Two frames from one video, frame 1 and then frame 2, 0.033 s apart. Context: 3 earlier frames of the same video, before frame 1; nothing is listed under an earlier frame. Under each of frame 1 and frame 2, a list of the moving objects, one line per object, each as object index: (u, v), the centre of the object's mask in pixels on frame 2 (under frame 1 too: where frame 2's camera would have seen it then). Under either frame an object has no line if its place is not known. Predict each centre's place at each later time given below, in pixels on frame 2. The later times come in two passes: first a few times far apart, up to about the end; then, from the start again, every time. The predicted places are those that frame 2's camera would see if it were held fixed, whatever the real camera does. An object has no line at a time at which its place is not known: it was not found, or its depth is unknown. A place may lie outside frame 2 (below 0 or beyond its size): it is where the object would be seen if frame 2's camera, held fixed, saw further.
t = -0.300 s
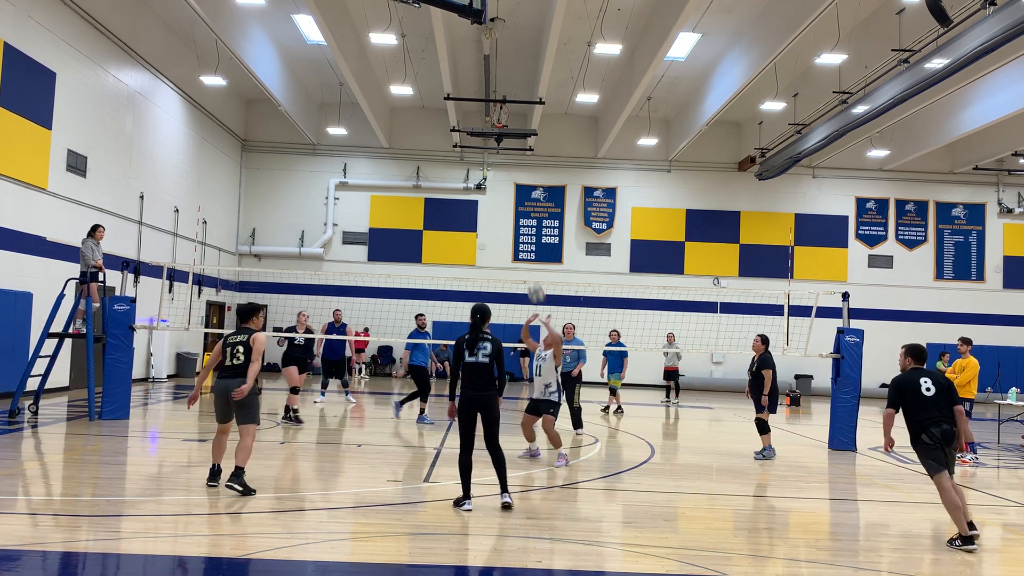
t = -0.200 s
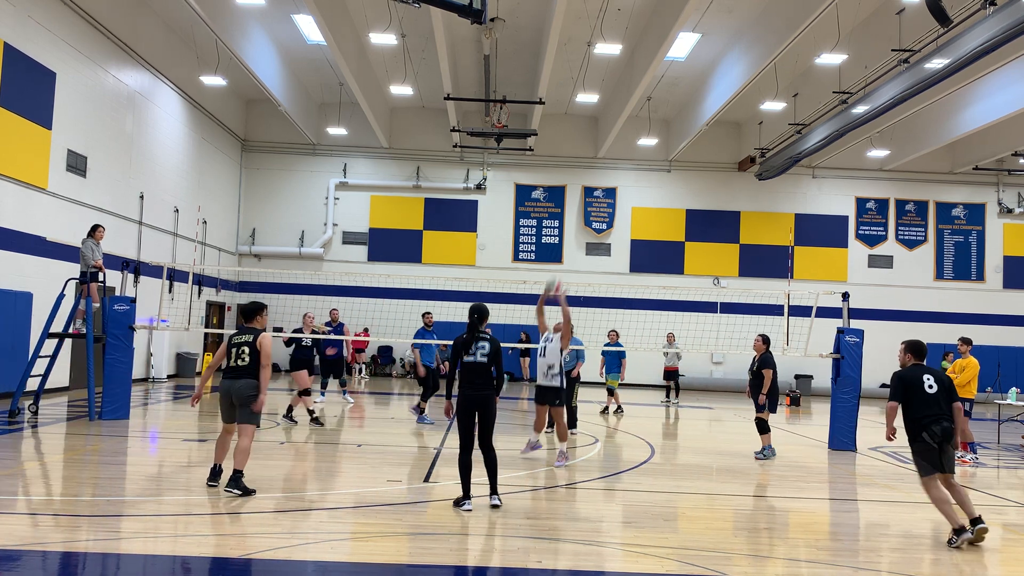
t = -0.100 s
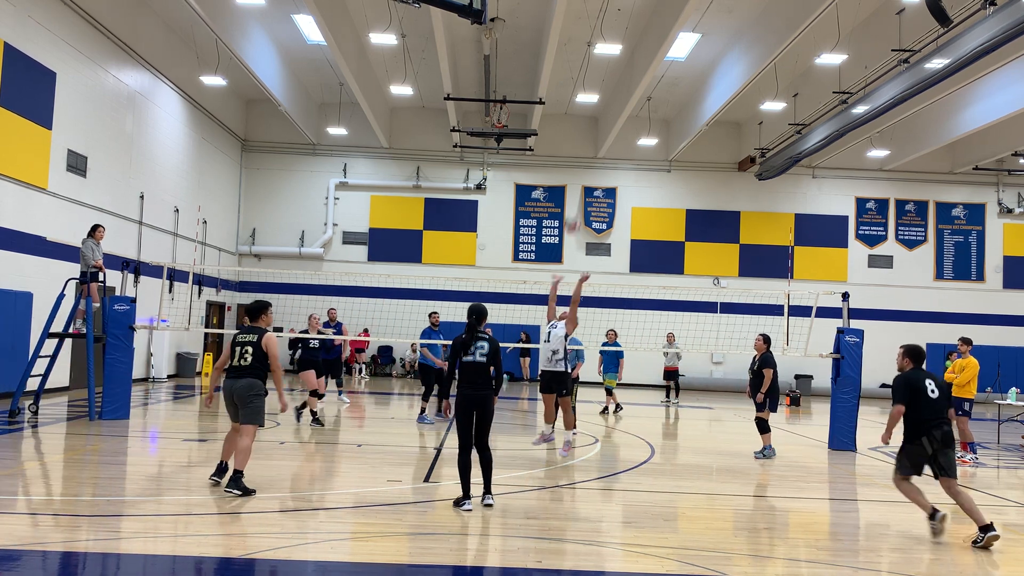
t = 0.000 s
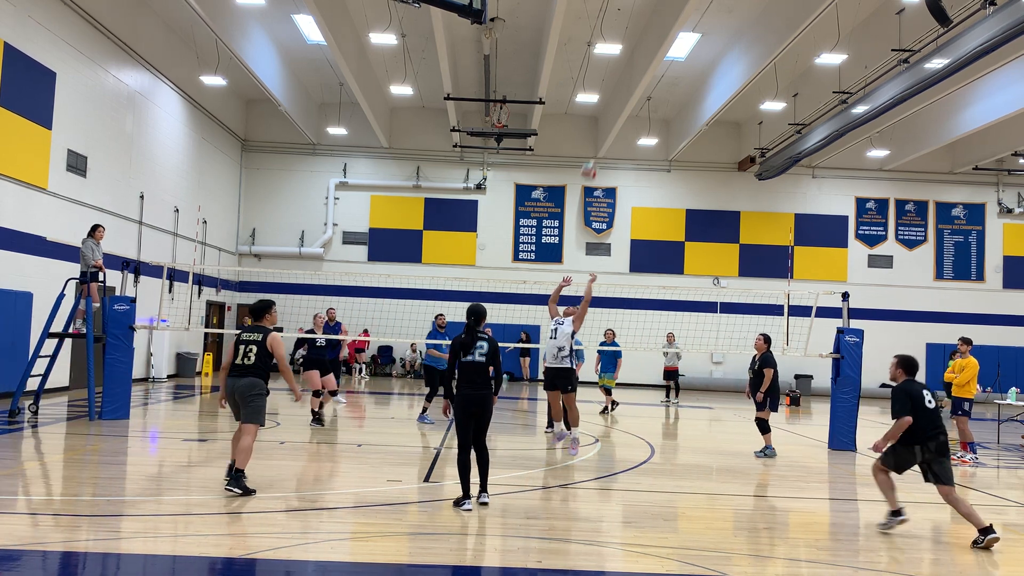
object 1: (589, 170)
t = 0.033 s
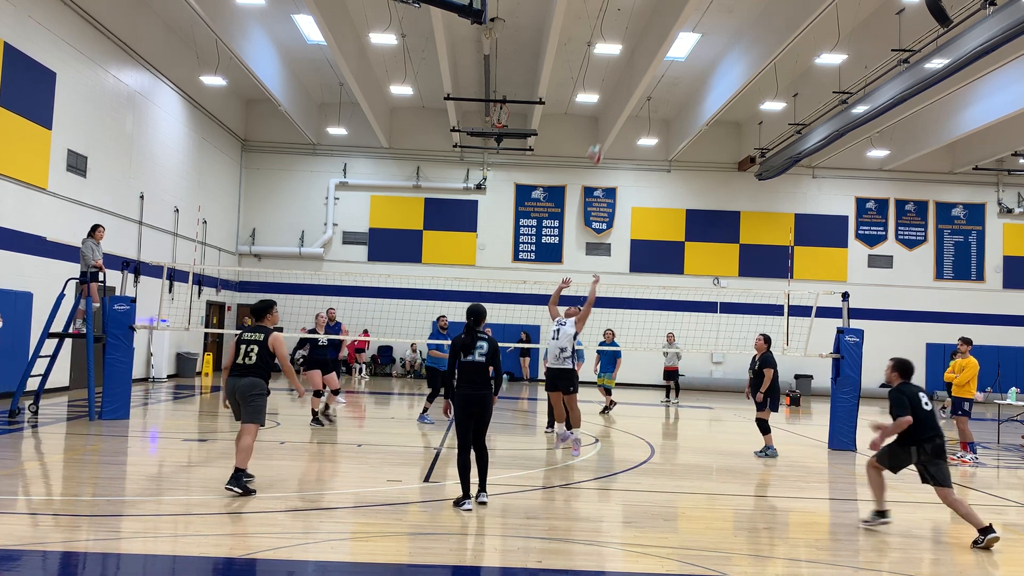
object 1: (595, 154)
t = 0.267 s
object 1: (633, 71)
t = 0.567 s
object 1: (677, 31)
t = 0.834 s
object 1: (714, 57)
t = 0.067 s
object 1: (601, 139)
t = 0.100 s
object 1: (606, 126)
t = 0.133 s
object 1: (612, 113)
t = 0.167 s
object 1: (618, 101)
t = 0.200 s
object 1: (623, 90)
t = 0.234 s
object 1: (628, 80)
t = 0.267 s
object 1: (633, 71)
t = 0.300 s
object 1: (638, 62)
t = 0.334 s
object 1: (644, 55)
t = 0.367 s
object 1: (649, 49)
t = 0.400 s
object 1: (654, 44)
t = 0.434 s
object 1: (659, 39)
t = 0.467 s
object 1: (663, 36)
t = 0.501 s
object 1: (668, 34)
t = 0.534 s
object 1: (673, 32)
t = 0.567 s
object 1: (677, 31)
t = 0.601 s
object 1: (682, 31)
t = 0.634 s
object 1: (687, 32)
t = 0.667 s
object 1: (692, 34)
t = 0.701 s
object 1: (697, 37)
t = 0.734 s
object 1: (700, 41)
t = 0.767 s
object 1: (705, 45)
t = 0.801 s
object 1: (710, 51)
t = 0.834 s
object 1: (714, 57)
